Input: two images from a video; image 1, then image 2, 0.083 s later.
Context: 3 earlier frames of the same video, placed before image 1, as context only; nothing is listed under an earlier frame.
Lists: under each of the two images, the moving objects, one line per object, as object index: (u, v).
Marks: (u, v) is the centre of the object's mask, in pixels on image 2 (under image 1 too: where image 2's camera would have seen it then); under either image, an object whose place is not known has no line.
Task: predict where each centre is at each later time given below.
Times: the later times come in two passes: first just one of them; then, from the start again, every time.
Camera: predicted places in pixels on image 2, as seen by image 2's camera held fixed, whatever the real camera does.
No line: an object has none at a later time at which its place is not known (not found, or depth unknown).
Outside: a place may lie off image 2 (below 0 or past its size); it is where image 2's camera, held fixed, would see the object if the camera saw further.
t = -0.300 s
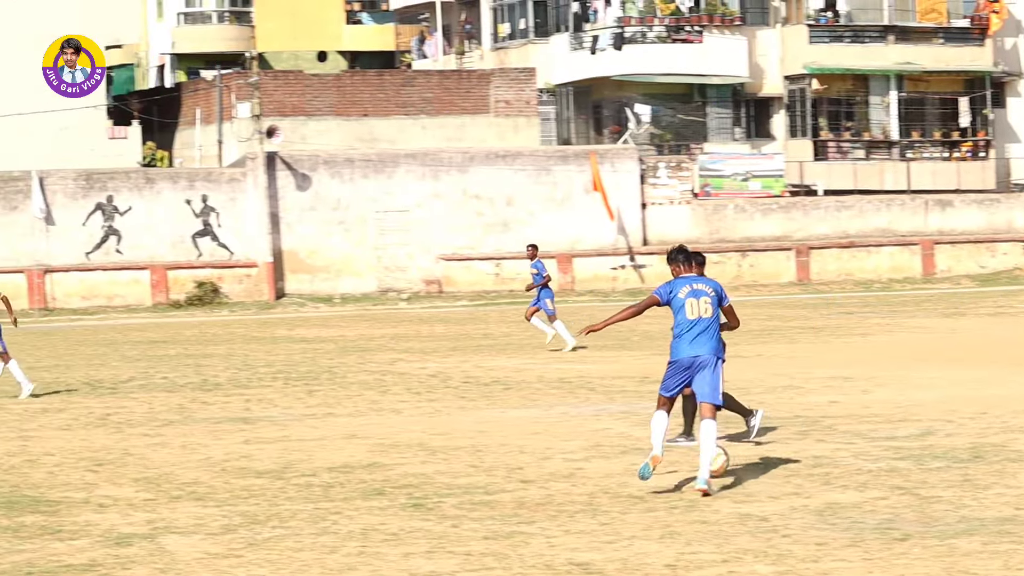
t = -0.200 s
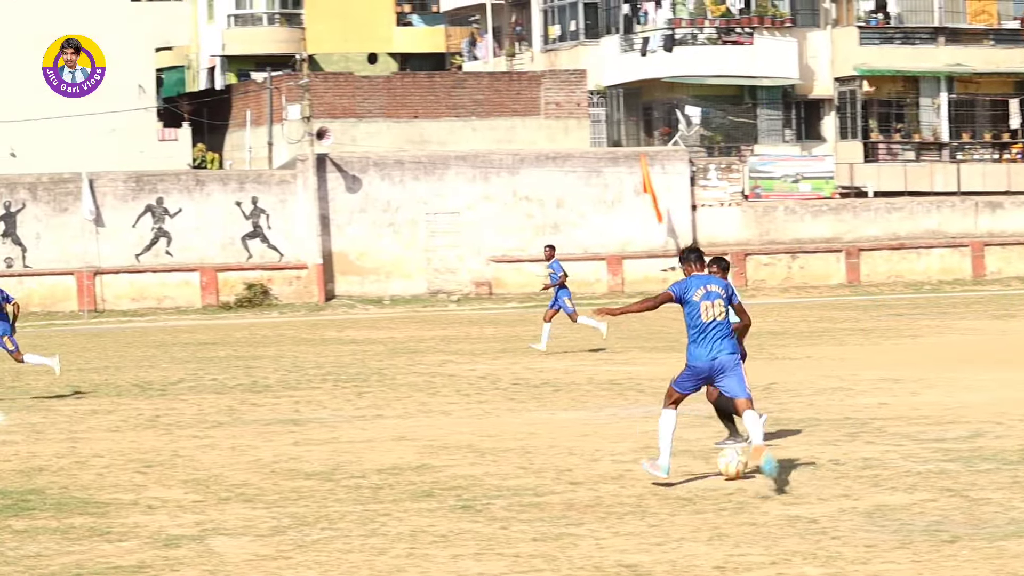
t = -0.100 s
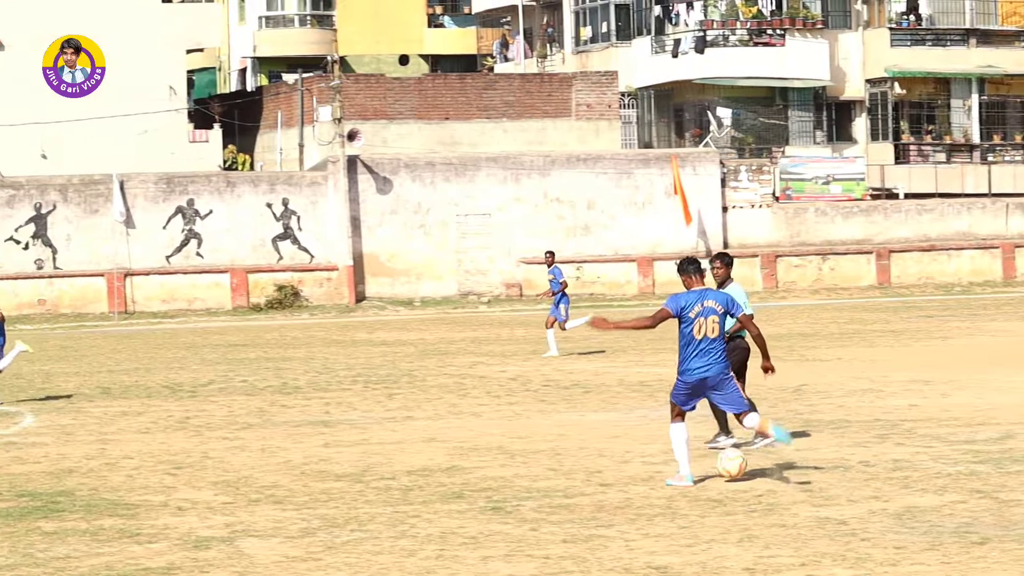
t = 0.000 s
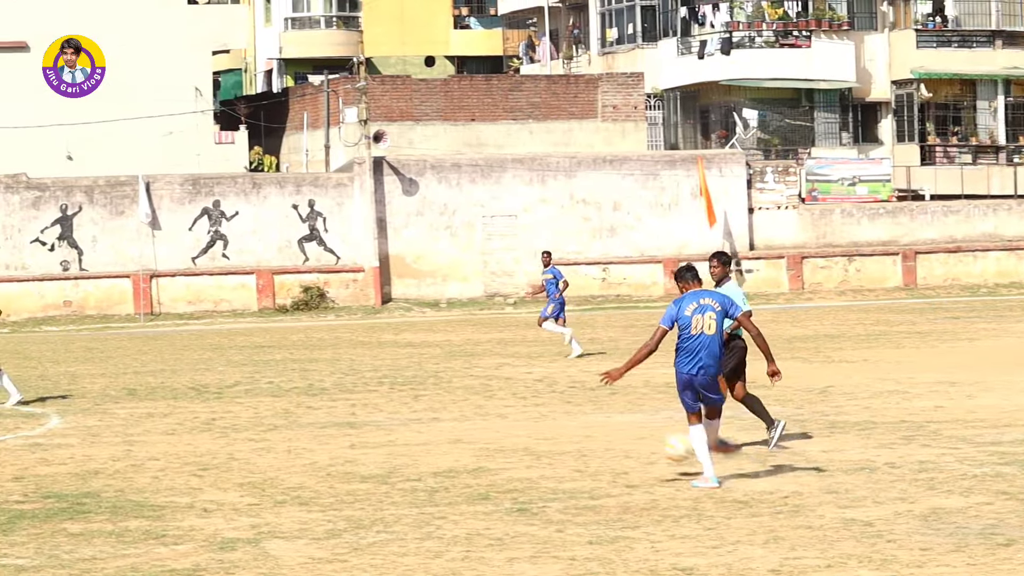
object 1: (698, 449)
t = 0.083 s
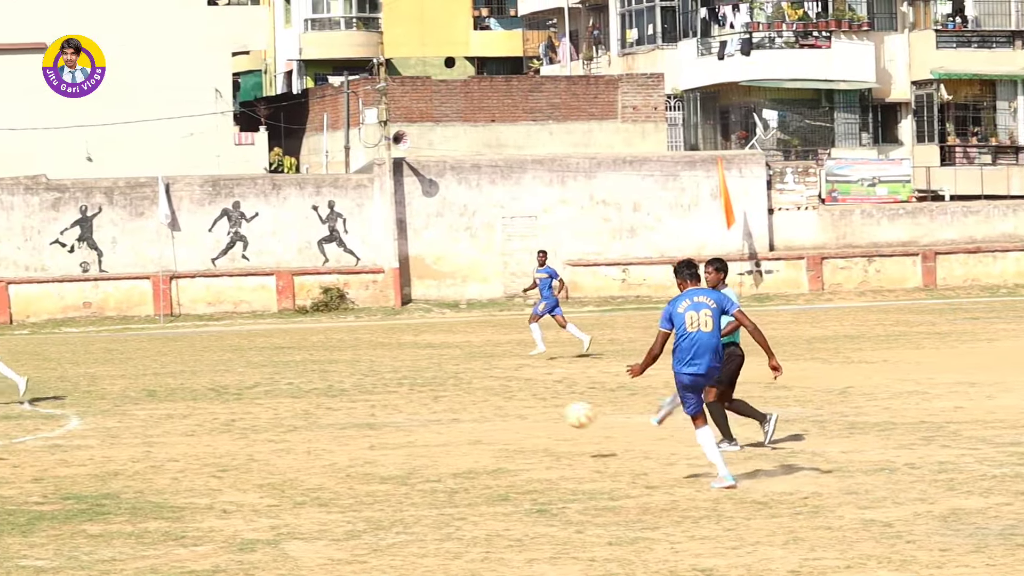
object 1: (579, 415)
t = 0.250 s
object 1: (381, 385)
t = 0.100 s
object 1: (558, 410)
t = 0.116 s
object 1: (536, 404)
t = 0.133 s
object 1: (514, 401)
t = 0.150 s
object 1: (494, 397)
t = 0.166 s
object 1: (473, 394)
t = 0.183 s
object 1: (454, 391)
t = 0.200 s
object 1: (436, 389)
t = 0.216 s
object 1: (416, 388)
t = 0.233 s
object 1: (398, 386)
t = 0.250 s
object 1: (381, 385)
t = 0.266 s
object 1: (362, 385)
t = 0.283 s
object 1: (347, 385)
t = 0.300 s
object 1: (331, 385)
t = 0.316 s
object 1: (315, 385)
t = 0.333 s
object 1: (299, 385)
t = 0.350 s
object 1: (283, 386)
